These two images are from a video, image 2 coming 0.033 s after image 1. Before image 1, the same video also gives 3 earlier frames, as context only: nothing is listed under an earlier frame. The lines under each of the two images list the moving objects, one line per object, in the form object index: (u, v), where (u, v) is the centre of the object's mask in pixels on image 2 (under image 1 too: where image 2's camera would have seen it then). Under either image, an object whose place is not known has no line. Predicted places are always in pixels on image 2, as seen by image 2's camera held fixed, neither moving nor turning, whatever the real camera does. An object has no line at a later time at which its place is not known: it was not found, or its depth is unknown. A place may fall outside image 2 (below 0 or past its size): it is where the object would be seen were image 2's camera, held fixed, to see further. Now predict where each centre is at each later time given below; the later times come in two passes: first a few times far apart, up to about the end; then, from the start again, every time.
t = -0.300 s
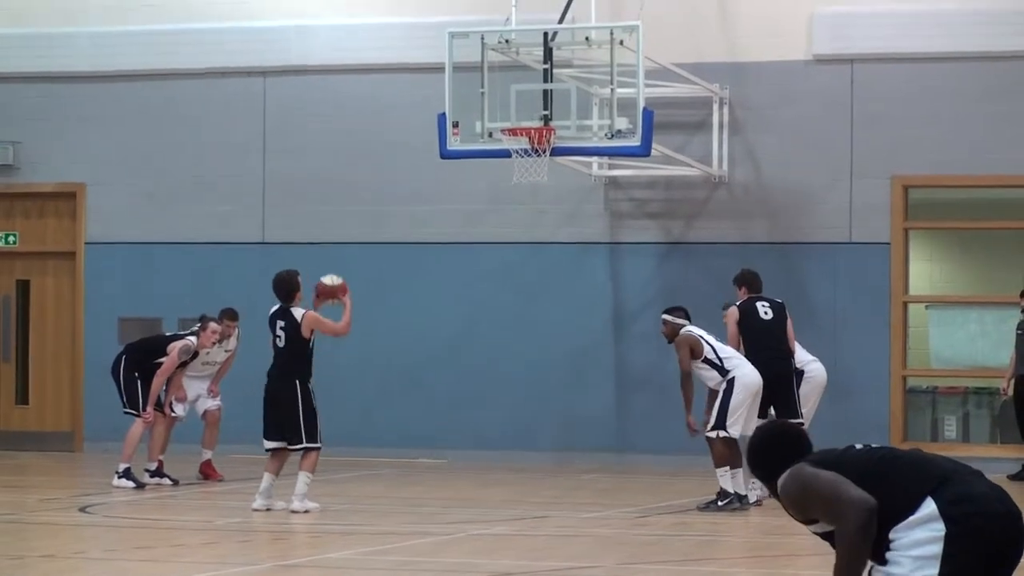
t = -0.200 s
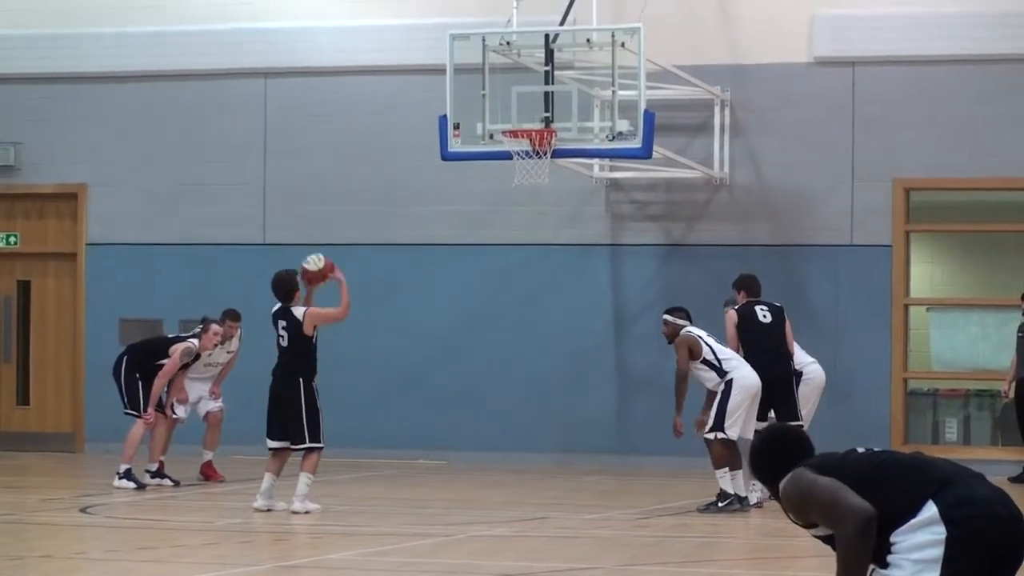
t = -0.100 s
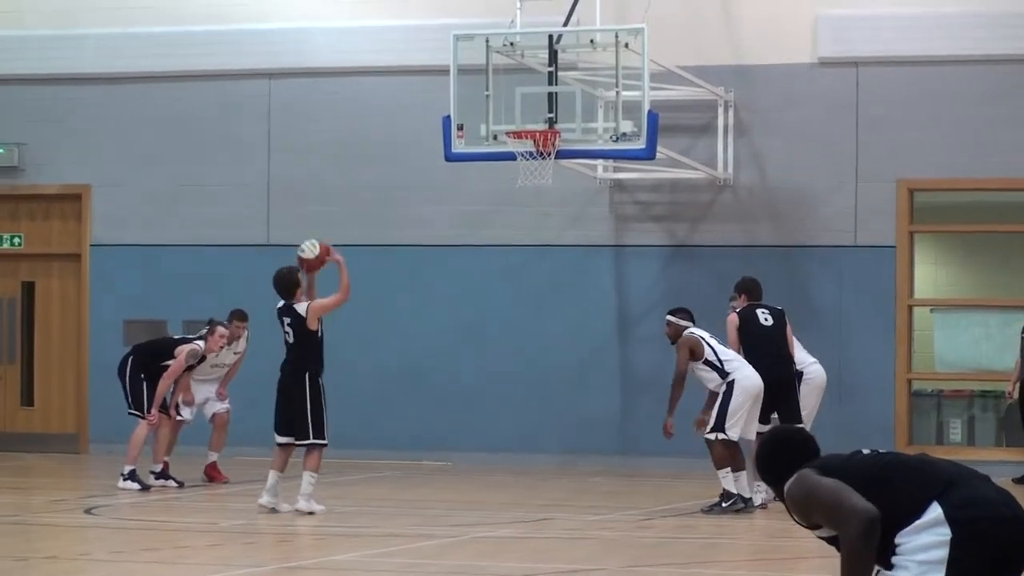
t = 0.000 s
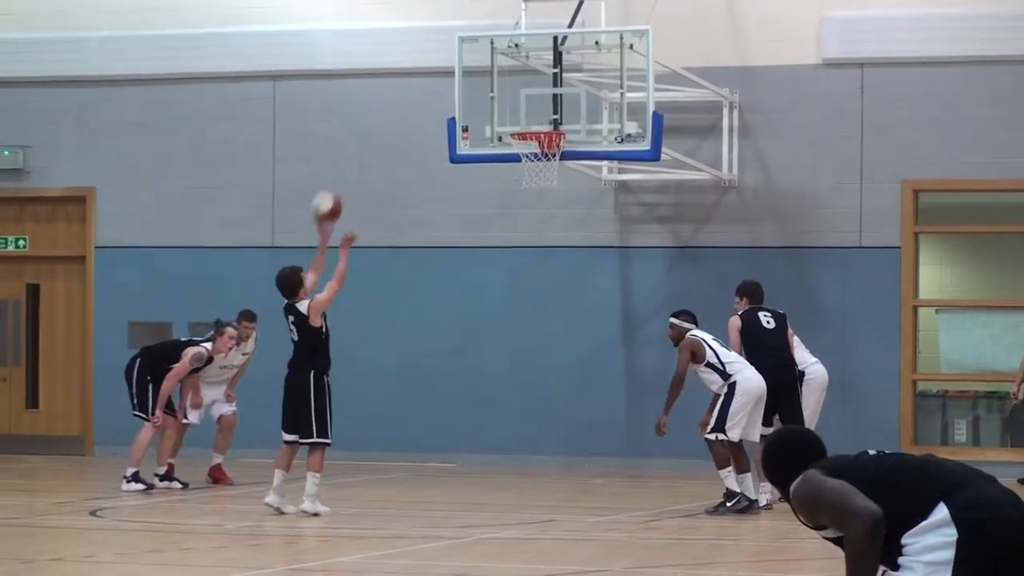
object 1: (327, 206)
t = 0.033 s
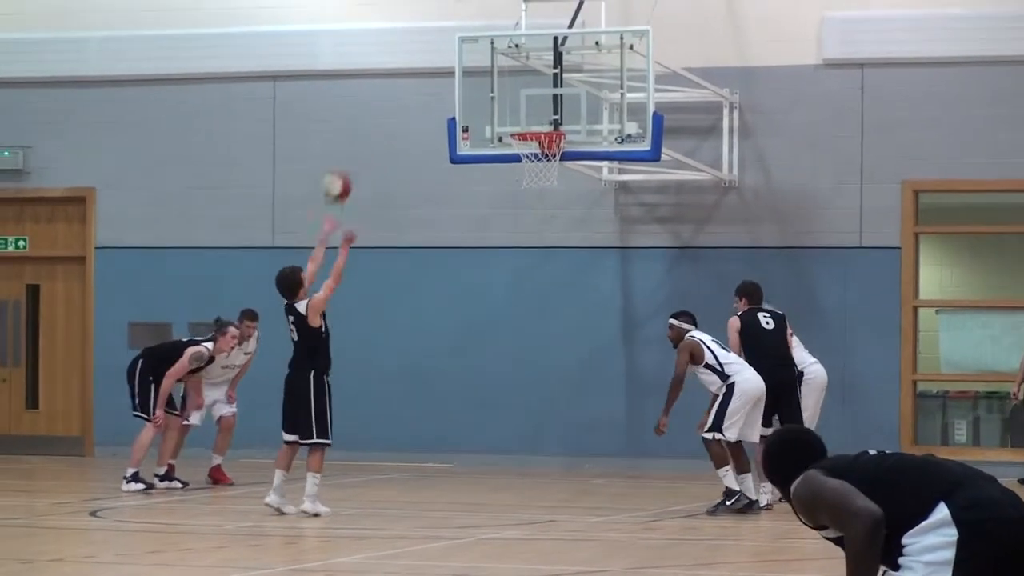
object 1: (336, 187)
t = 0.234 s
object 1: (388, 87)
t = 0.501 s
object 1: (449, 39)
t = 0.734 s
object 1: (499, 66)
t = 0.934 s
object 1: (536, 137)
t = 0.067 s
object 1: (345, 168)
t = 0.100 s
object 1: (354, 146)
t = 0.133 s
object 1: (362, 128)
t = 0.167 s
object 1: (371, 112)
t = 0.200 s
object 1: (379, 99)
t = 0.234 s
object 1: (388, 87)
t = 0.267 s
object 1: (395, 76)
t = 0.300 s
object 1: (404, 66)
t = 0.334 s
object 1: (411, 59)
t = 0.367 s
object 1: (419, 52)
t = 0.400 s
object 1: (427, 48)
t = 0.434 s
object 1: (434, 43)
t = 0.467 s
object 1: (441, 40)
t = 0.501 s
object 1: (449, 39)
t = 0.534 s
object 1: (456, 39)
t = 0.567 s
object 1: (463, 41)
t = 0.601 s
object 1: (470, 45)
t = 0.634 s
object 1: (478, 50)
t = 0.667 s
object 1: (484, 53)
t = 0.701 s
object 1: (492, 61)
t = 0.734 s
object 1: (499, 66)
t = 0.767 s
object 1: (505, 76)
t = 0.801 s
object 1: (511, 85)
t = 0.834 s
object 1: (518, 97)
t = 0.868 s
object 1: (524, 108)
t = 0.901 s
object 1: (530, 121)
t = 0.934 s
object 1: (536, 137)
